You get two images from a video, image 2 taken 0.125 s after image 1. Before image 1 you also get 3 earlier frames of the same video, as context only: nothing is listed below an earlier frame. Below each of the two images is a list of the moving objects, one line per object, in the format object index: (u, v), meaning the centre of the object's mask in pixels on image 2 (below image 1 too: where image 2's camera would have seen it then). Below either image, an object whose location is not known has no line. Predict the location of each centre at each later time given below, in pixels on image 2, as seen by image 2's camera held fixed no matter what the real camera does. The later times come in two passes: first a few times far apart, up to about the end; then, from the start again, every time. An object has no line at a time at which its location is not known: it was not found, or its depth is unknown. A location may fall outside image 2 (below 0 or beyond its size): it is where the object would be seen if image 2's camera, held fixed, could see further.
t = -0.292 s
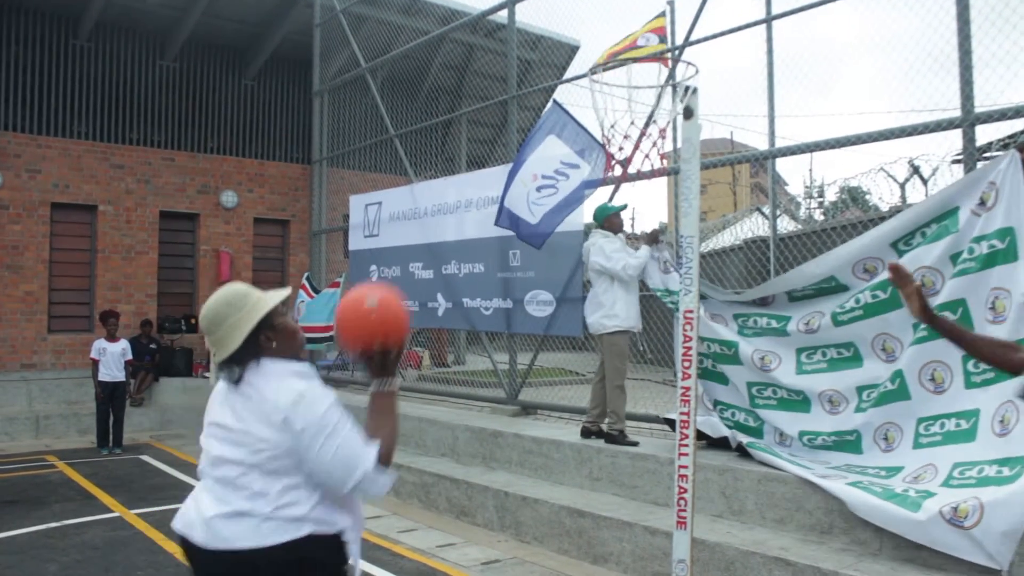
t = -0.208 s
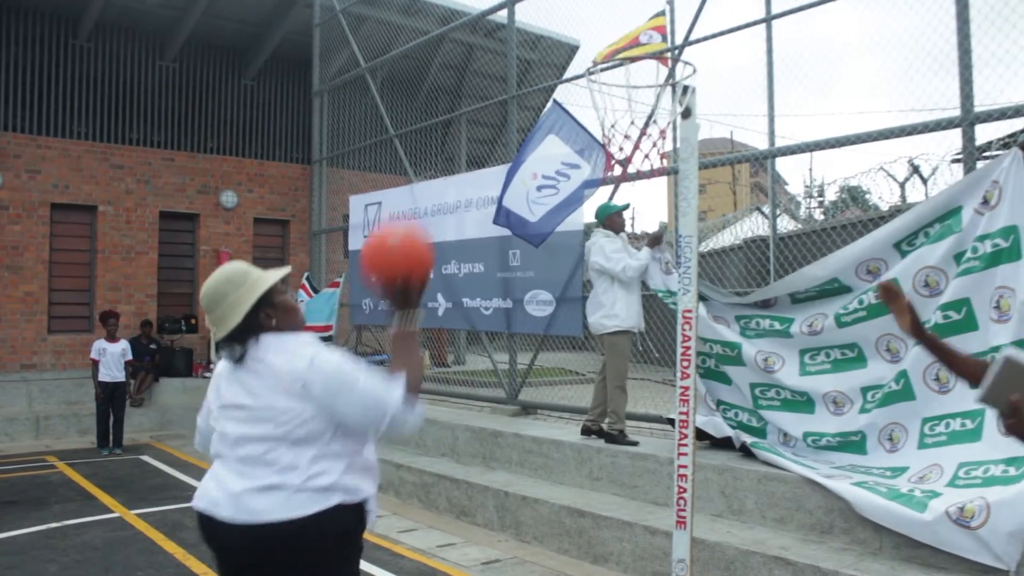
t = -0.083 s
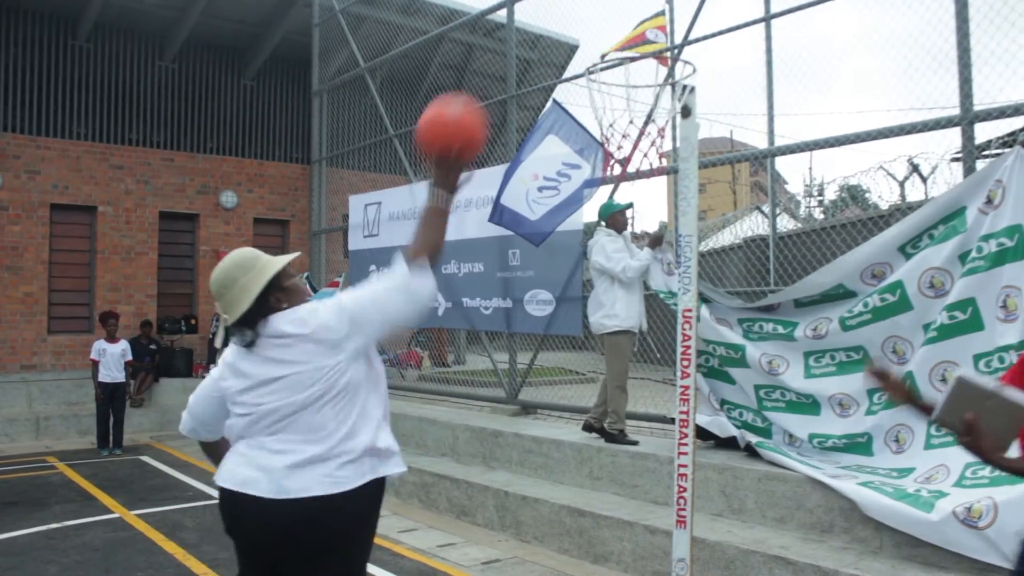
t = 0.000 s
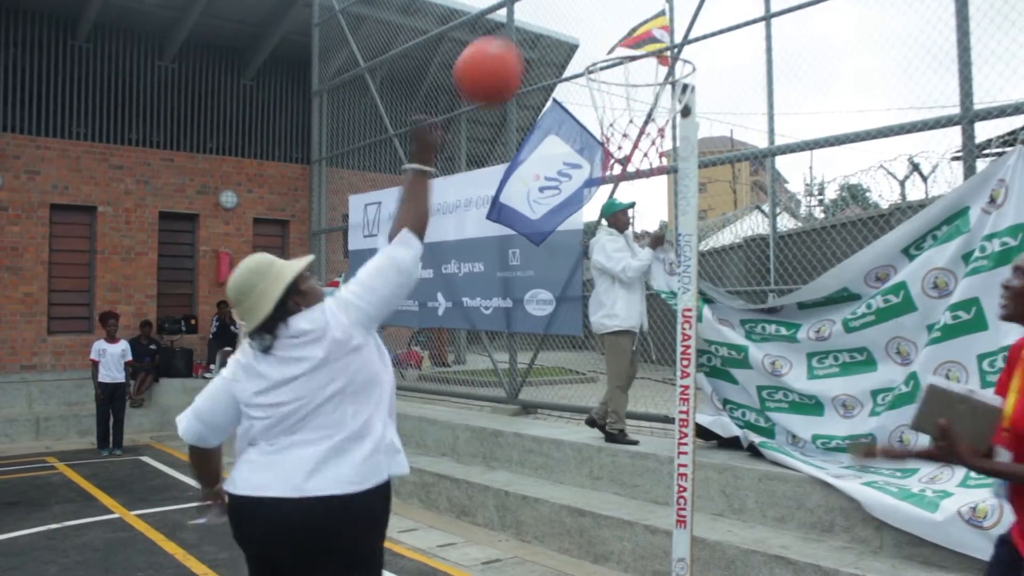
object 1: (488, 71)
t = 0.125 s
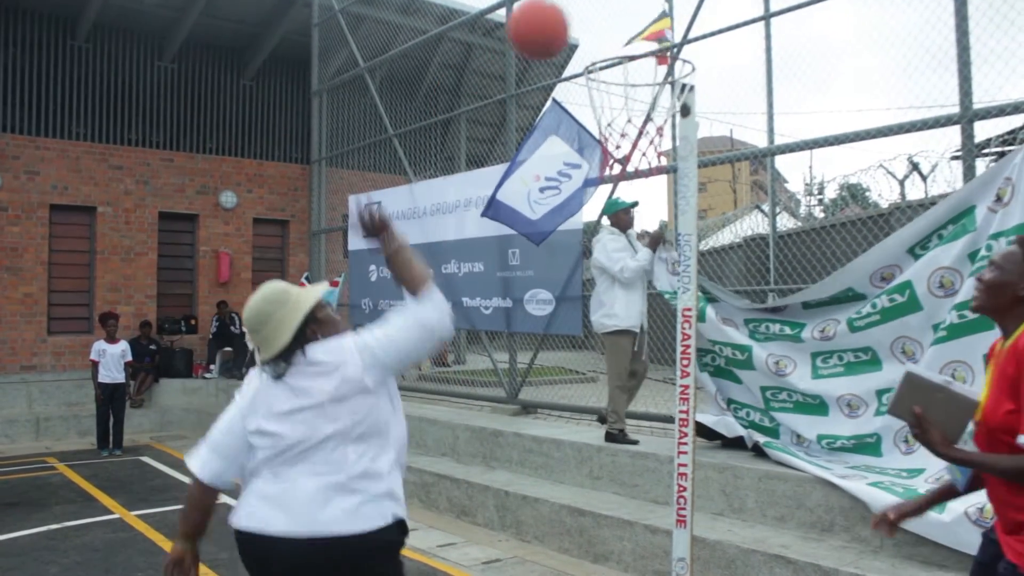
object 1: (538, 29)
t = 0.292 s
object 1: (597, 38)
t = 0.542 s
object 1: (662, 60)
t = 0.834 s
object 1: (614, 60)
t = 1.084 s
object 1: (663, 77)
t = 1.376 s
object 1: (641, 134)
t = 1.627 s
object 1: (596, 316)
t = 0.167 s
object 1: (555, 26)
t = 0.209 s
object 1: (569, 26)
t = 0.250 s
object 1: (584, 29)
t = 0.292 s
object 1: (597, 38)
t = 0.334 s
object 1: (612, 51)
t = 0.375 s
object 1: (625, 62)
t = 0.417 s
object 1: (639, 64)
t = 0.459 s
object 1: (650, 64)
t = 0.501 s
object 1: (659, 63)
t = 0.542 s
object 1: (662, 60)
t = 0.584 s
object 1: (654, 56)
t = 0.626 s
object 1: (642, 53)
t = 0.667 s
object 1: (628, 51)
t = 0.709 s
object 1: (619, 52)
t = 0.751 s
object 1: (612, 54)
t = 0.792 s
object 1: (610, 58)
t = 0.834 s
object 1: (614, 60)
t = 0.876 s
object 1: (622, 63)
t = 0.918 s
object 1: (631, 65)
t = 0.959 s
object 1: (642, 65)
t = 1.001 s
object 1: (652, 69)
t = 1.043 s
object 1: (657, 71)
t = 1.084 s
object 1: (663, 77)
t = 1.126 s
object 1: (667, 86)
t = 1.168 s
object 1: (668, 96)
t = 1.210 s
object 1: (666, 102)
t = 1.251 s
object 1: (662, 107)
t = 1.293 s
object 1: (656, 113)
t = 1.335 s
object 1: (649, 122)
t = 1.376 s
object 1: (641, 134)
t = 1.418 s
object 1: (632, 153)
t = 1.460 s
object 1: (624, 176)
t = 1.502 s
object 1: (616, 203)
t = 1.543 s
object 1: (608, 238)
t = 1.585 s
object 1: (601, 274)
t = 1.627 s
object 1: (596, 316)
